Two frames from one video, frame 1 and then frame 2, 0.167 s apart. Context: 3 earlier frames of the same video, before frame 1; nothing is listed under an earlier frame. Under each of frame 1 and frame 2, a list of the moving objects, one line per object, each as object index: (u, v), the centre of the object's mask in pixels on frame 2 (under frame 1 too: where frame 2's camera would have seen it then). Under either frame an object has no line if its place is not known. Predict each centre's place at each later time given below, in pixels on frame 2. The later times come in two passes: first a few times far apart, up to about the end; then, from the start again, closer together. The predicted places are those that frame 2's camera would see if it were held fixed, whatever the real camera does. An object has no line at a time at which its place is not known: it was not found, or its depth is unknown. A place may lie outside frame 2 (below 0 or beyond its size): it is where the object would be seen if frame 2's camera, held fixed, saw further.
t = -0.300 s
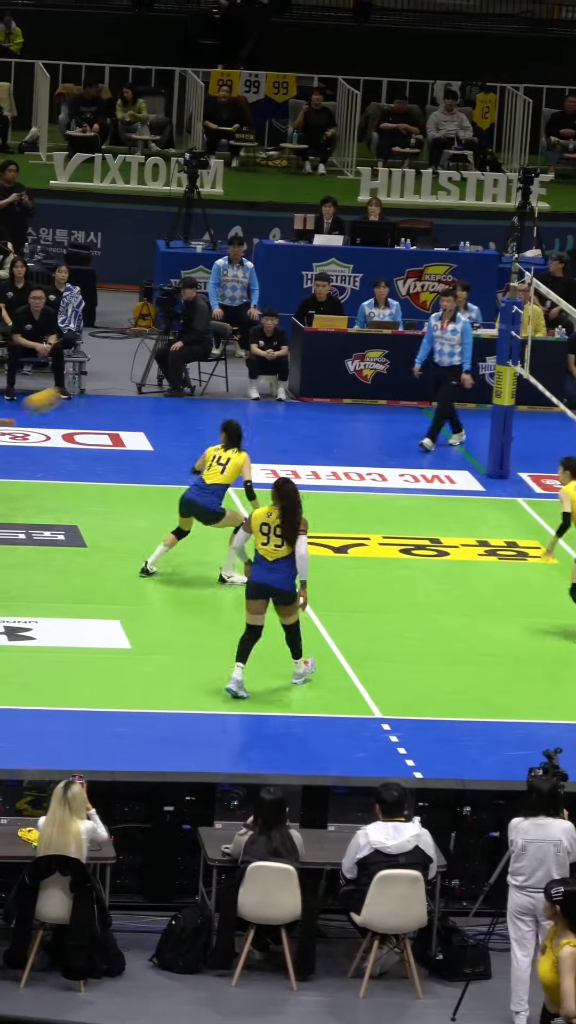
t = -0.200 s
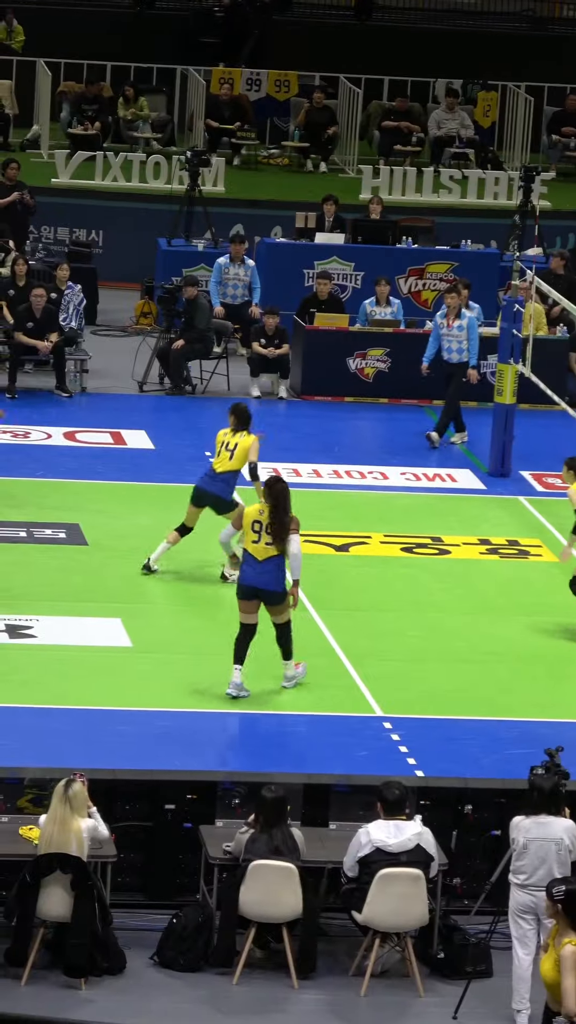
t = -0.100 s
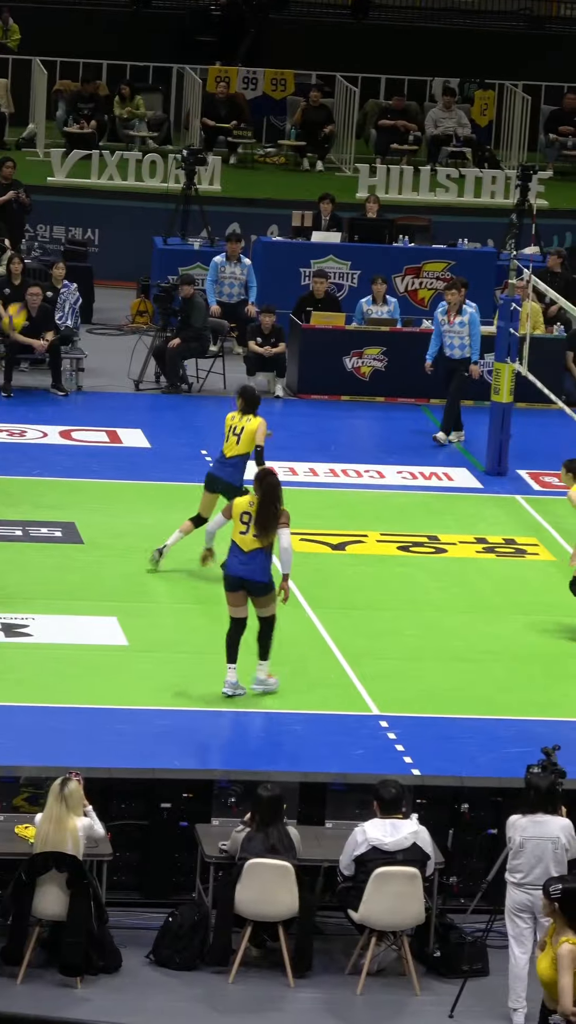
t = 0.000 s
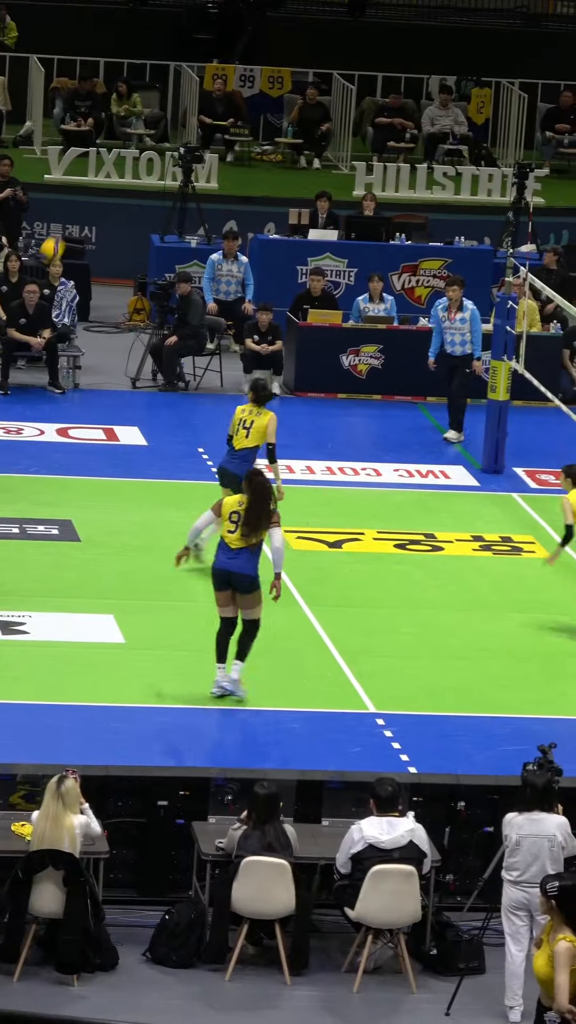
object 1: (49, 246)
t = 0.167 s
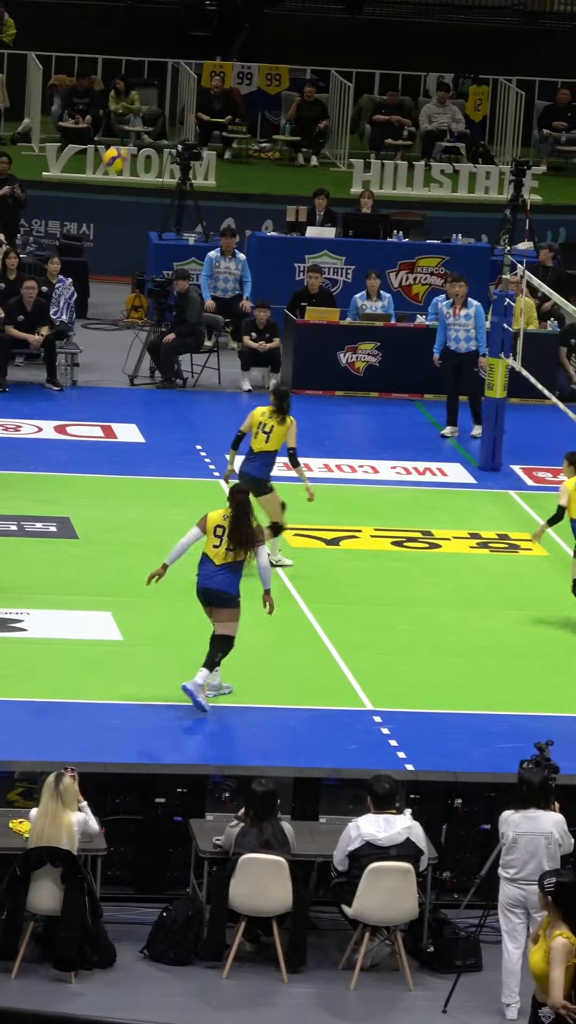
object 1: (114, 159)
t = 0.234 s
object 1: (139, 133)
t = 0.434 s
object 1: (211, 81)
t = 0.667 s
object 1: (289, 74)
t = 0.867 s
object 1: (352, 114)
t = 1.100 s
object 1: (420, 212)
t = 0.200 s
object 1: (127, 144)
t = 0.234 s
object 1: (139, 133)
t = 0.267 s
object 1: (152, 120)
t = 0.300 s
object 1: (163, 110)
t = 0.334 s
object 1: (175, 101)
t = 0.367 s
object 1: (187, 93)
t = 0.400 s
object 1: (199, 86)
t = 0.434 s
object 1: (211, 81)
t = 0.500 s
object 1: (233, 73)
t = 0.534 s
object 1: (245, 71)
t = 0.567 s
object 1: (256, 70)
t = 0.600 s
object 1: (266, 70)
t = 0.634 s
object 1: (278, 72)
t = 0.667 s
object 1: (289, 74)
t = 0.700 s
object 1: (299, 78)
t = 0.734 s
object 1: (310, 83)
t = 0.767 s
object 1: (322, 89)
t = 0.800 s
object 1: (331, 96)
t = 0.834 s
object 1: (341, 104)
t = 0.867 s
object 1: (352, 114)
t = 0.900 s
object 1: (362, 125)
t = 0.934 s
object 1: (372, 137)
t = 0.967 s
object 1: (382, 149)
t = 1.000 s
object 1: (391, 162)
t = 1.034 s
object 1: (400, 177)
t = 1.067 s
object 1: (411, 196)
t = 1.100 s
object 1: (420, 212)
